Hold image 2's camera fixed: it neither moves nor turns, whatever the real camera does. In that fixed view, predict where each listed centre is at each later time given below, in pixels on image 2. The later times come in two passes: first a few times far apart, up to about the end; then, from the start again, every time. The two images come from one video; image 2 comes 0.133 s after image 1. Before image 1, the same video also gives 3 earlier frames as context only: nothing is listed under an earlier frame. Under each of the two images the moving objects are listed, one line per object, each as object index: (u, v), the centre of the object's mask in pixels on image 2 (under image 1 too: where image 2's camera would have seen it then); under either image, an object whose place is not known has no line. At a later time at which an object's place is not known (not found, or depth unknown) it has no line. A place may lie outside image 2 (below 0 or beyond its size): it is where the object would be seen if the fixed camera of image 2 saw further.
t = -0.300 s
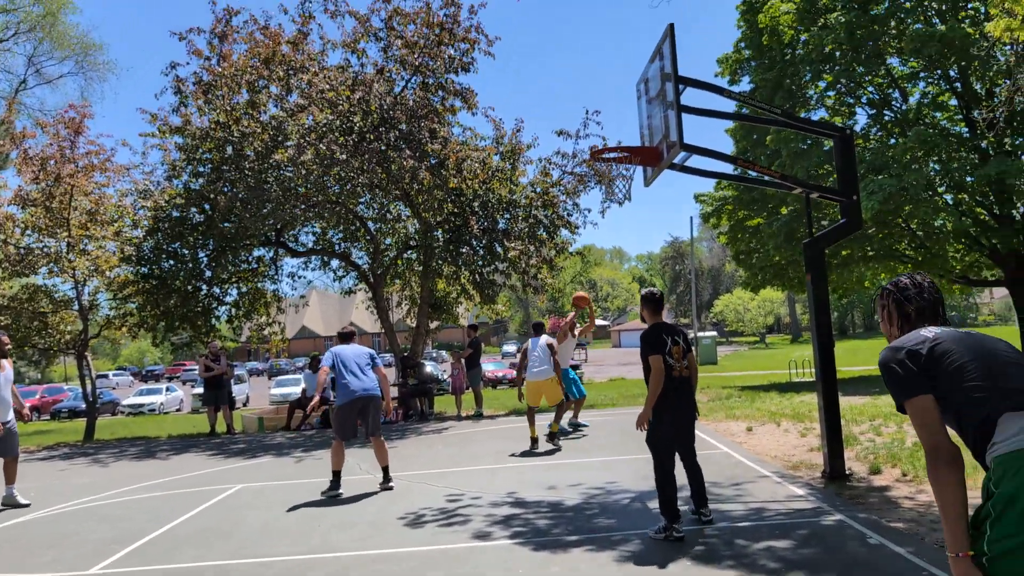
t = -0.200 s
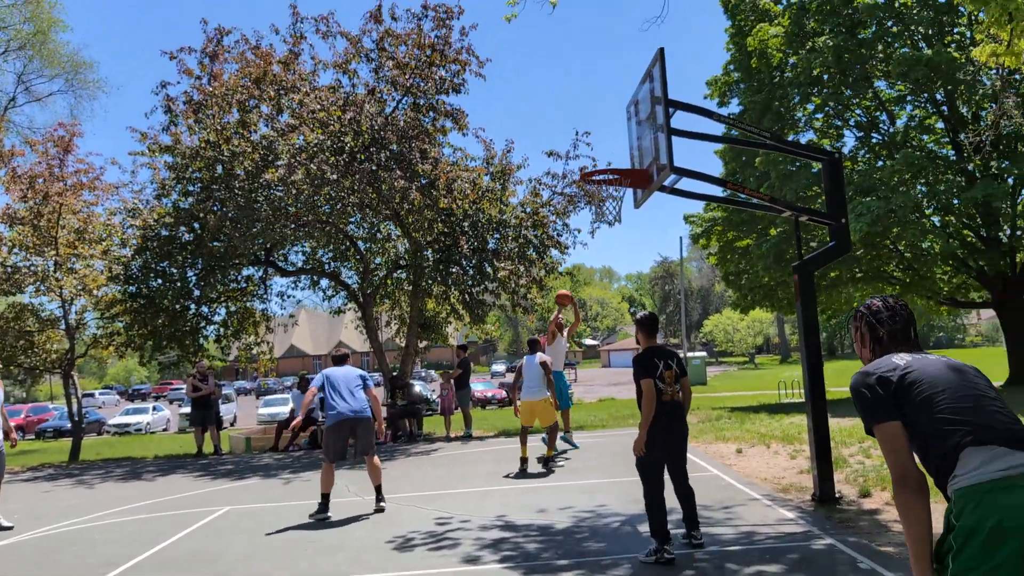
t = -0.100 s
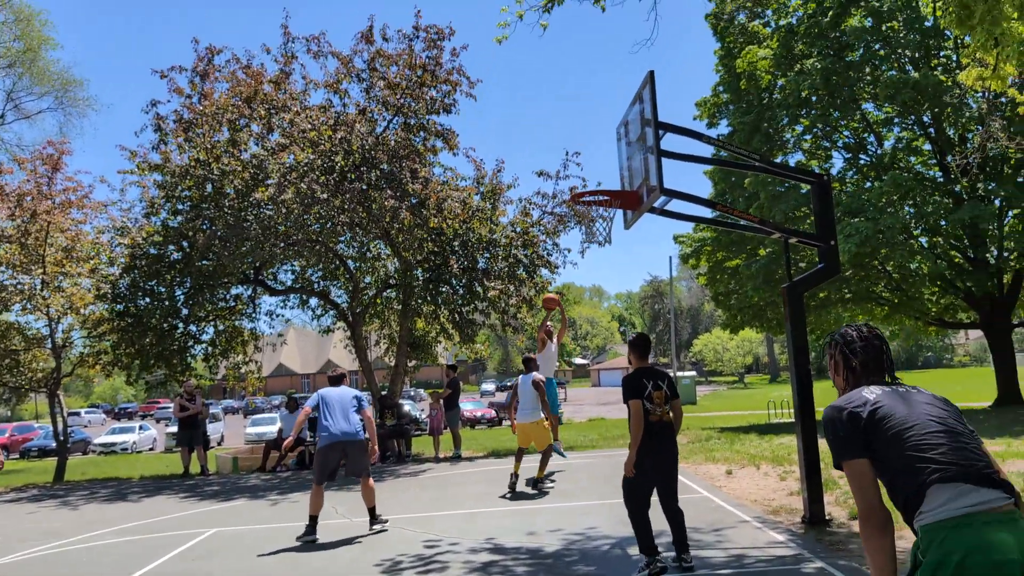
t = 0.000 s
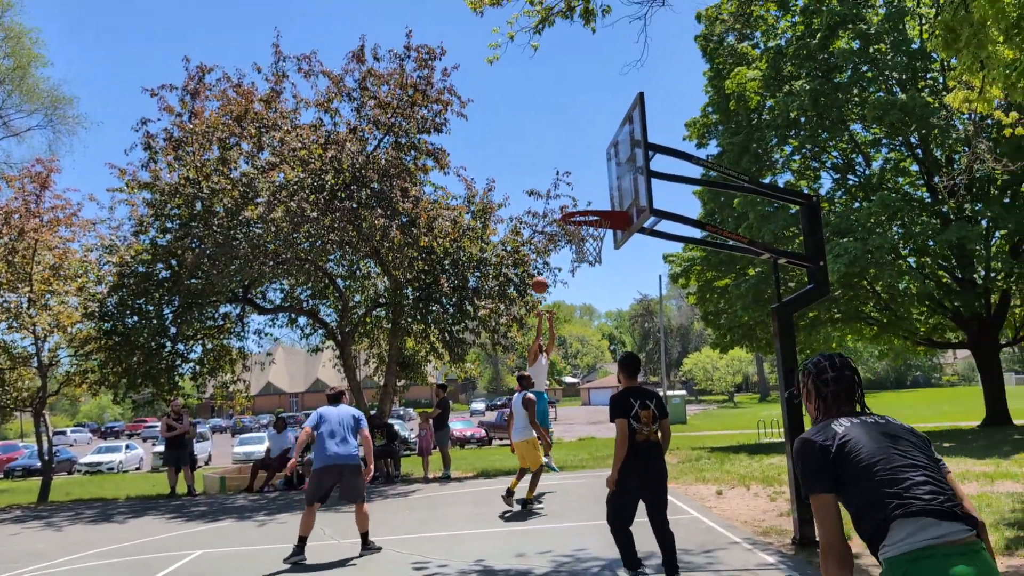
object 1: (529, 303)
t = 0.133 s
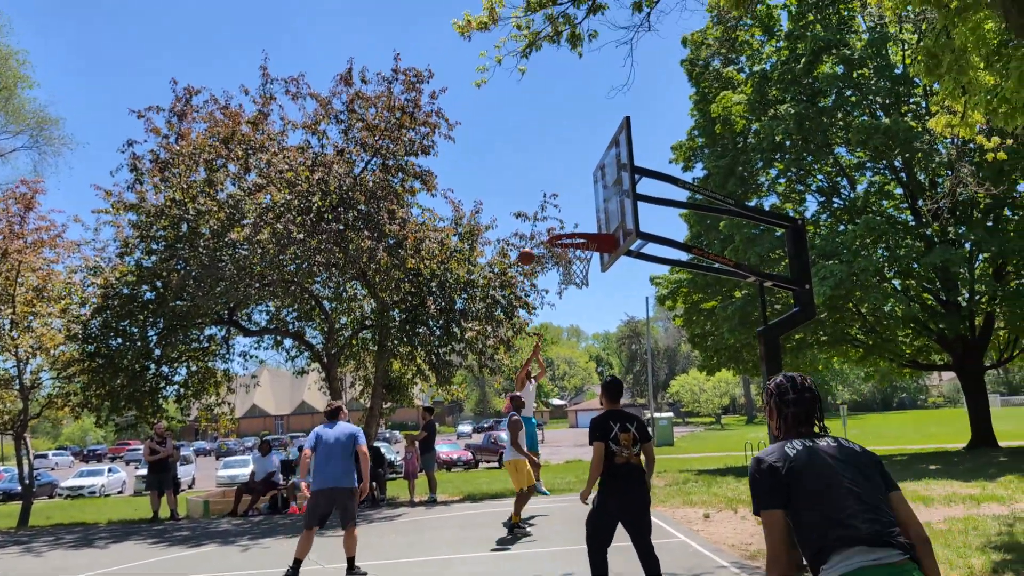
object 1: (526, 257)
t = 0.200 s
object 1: (526, 237)
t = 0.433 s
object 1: (526, 182)
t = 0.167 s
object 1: (526, 247)
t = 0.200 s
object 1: (526, 237)
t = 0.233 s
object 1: (526, 227)
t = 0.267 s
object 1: (526, 218)
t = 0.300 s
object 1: (526, 210)
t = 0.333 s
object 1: (526, 202)
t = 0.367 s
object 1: (526, 195)
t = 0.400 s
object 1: (526, 188)
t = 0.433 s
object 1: (526, 182)
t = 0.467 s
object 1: (526, 176)
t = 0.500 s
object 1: (527, 172)
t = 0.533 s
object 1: (526, 168)
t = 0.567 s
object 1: (527, 165)
